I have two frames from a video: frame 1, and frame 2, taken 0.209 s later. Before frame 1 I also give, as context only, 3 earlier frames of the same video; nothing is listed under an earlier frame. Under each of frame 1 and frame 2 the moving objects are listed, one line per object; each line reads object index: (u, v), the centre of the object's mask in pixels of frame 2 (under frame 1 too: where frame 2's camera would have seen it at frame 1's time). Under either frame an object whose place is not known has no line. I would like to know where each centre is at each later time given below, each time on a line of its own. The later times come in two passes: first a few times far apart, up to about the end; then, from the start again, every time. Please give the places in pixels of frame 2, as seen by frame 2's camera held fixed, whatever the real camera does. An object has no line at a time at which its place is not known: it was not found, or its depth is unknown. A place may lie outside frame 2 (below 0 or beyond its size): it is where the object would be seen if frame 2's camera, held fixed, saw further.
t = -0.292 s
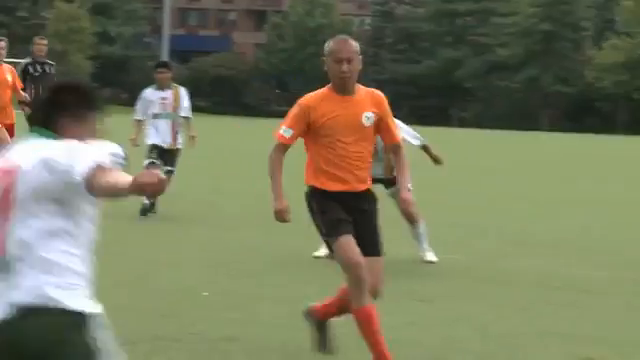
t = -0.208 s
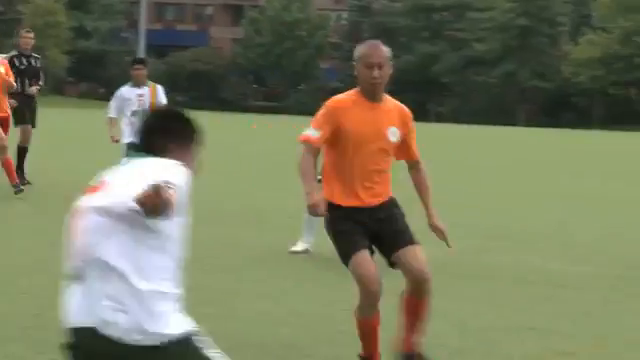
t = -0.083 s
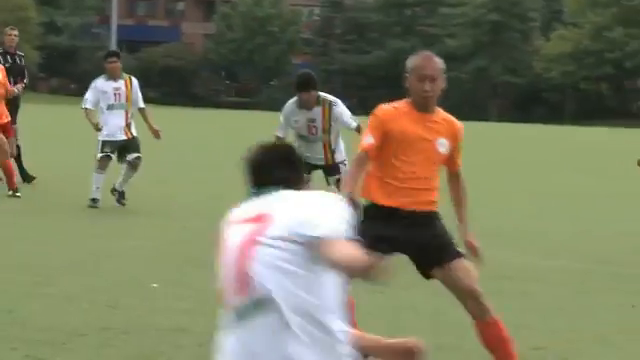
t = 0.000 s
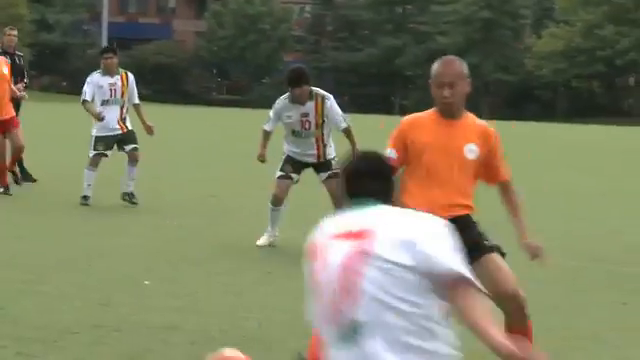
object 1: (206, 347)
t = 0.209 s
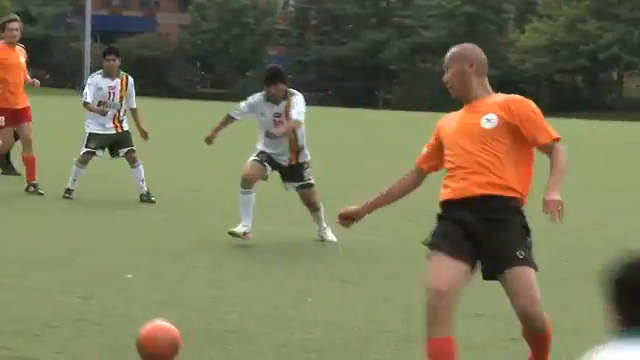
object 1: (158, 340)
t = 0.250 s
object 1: (155, 320)
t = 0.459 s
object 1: (135, 277)
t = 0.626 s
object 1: (121, 262)
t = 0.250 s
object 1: (155, 320)
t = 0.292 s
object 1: (151, 303)
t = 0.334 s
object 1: (147, 291)
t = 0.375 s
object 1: (143, 283)
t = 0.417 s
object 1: (139, 278)
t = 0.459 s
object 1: (135, 277)
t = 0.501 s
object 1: (131, 278)
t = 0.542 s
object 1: (127, 283)
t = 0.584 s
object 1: (124, 272)
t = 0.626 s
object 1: (121, 262)
